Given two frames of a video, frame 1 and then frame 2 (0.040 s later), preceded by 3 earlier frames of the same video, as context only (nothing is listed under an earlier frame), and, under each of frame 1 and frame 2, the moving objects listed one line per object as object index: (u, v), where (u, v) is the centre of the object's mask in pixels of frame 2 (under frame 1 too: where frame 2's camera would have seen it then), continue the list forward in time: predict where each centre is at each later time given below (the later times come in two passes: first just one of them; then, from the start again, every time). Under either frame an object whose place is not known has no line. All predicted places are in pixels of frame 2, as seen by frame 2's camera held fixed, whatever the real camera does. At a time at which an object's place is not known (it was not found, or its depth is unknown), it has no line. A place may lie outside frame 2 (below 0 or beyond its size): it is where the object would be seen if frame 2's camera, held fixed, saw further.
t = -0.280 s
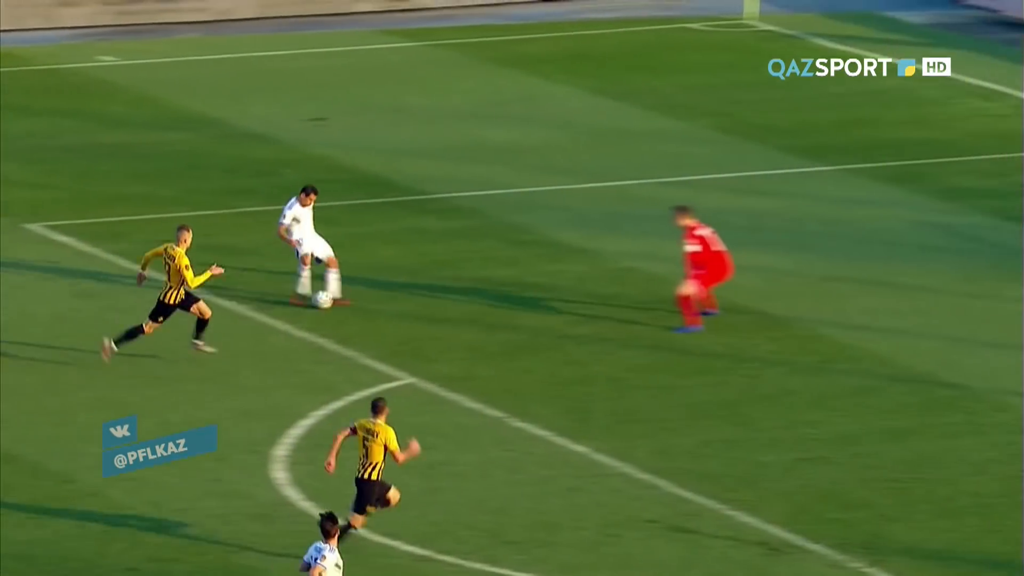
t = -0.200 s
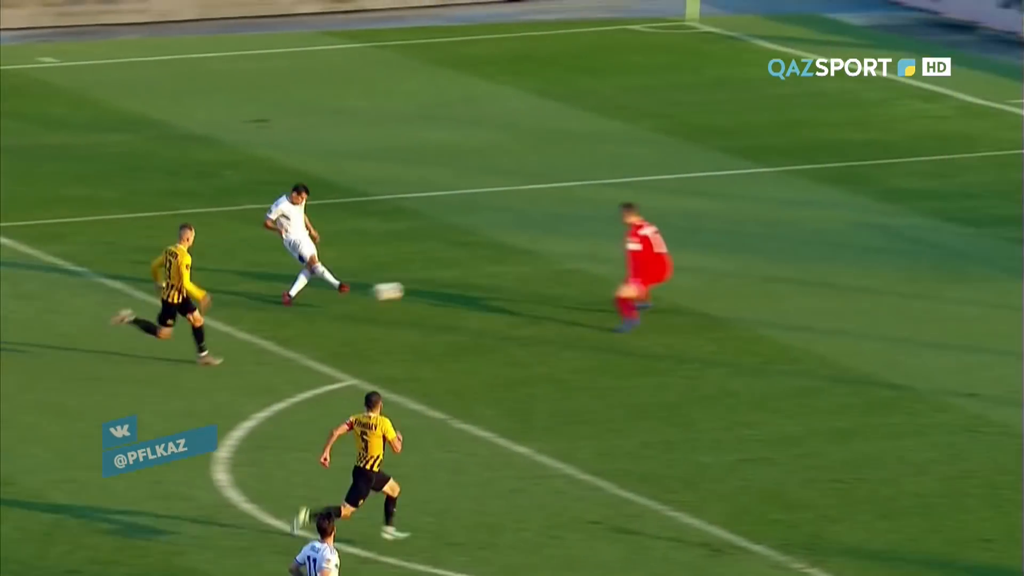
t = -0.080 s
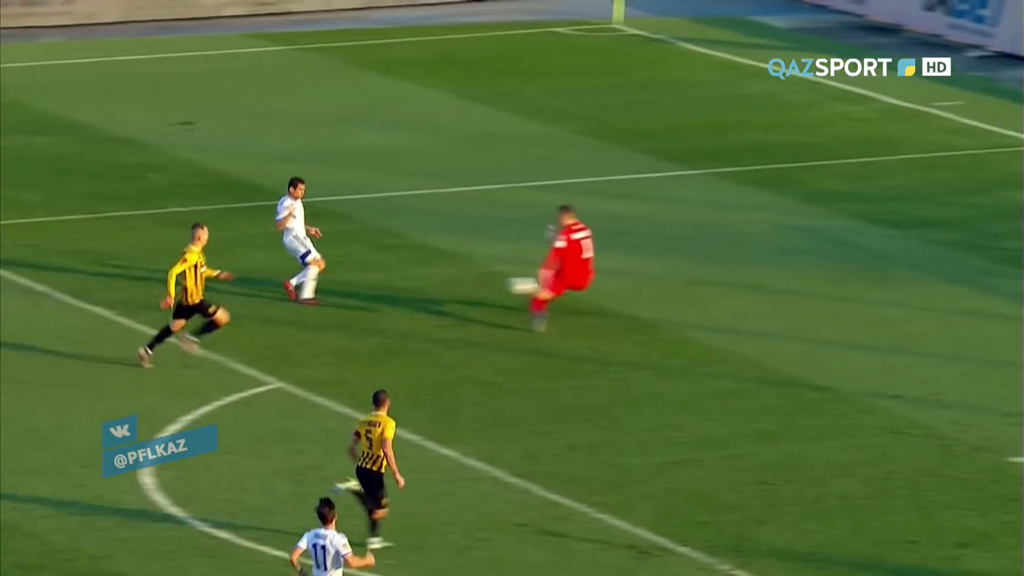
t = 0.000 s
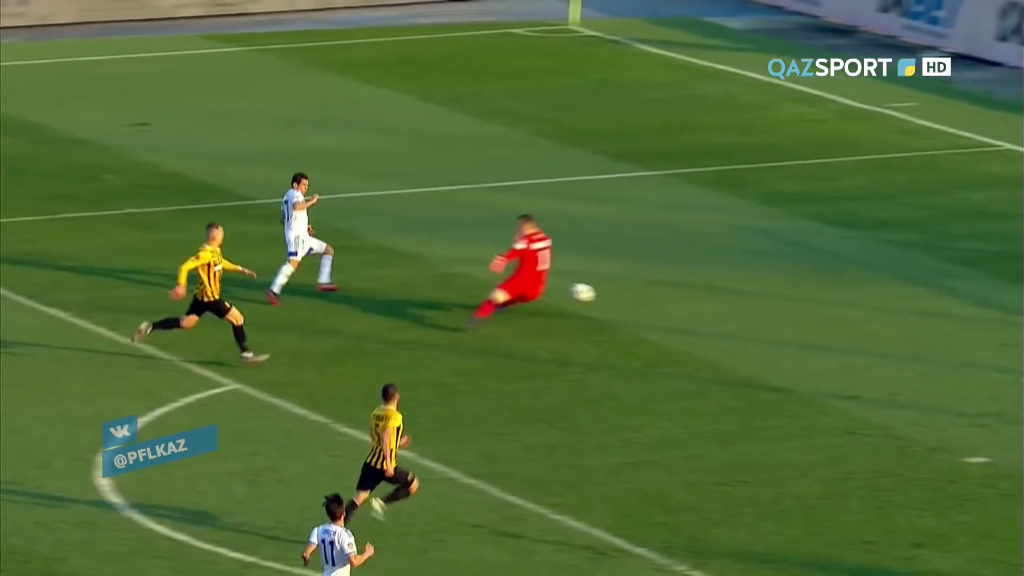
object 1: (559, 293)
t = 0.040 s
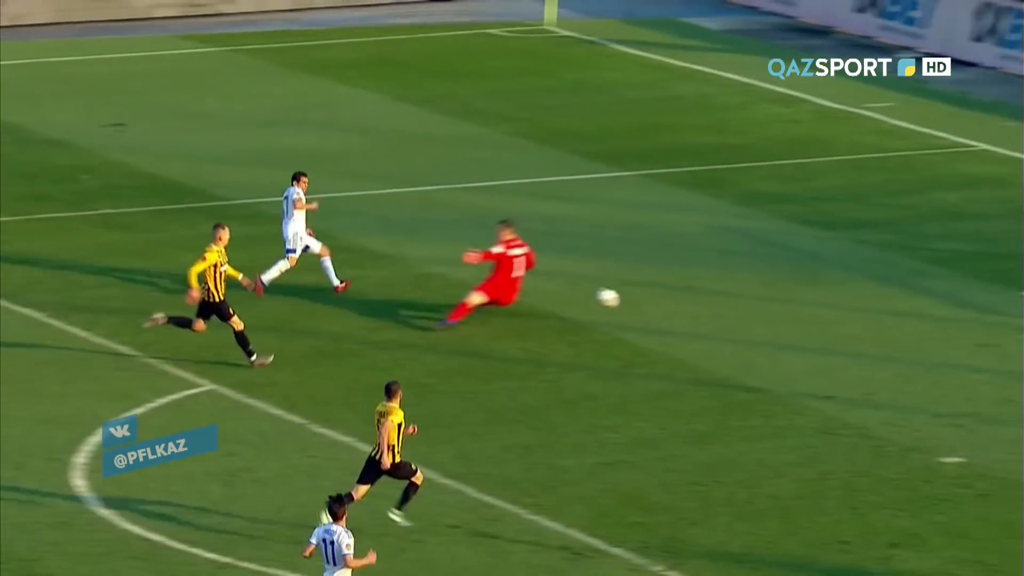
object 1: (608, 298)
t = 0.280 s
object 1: (904, 350)
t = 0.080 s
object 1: (657, 304)
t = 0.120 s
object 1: (706, 311)
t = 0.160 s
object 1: (754, 319)
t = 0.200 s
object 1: (803, 328)
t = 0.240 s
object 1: (854, 339)
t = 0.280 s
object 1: (904, 350)
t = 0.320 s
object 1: (951, 353)
